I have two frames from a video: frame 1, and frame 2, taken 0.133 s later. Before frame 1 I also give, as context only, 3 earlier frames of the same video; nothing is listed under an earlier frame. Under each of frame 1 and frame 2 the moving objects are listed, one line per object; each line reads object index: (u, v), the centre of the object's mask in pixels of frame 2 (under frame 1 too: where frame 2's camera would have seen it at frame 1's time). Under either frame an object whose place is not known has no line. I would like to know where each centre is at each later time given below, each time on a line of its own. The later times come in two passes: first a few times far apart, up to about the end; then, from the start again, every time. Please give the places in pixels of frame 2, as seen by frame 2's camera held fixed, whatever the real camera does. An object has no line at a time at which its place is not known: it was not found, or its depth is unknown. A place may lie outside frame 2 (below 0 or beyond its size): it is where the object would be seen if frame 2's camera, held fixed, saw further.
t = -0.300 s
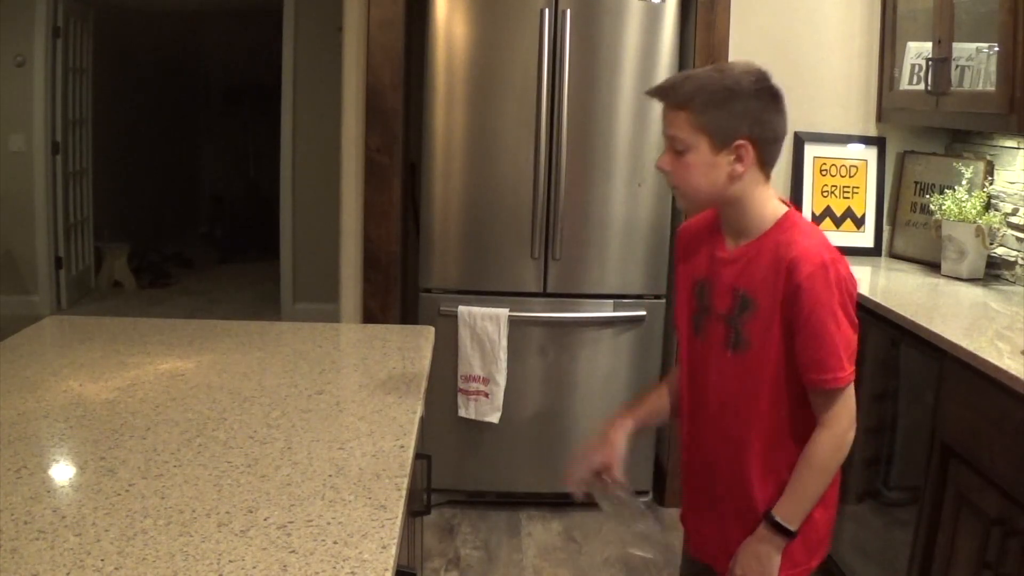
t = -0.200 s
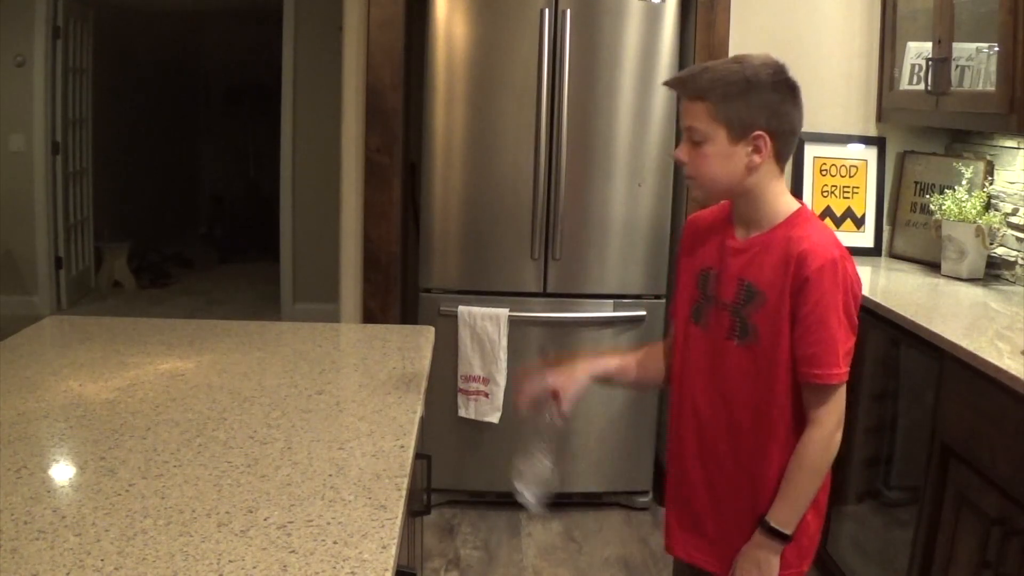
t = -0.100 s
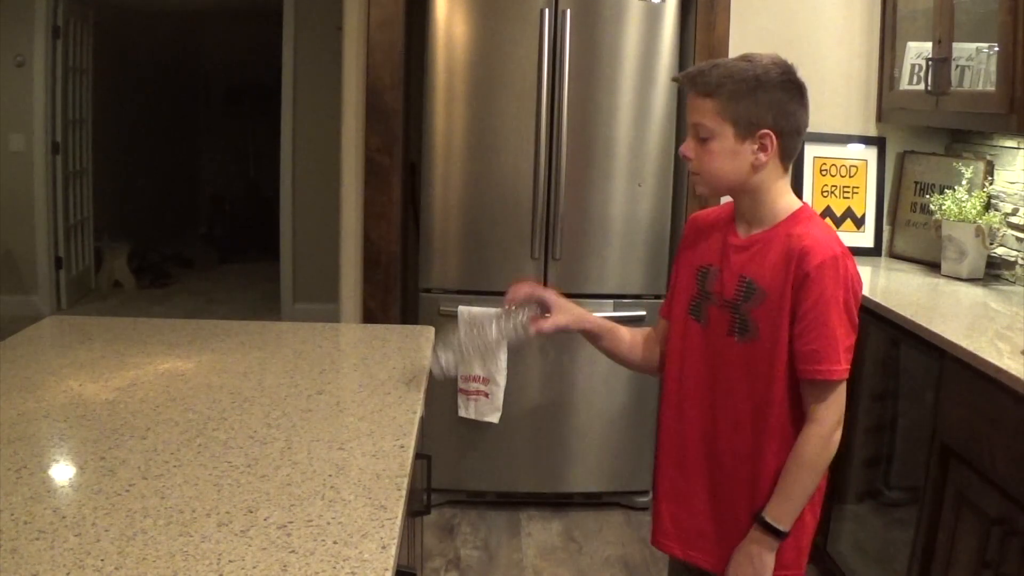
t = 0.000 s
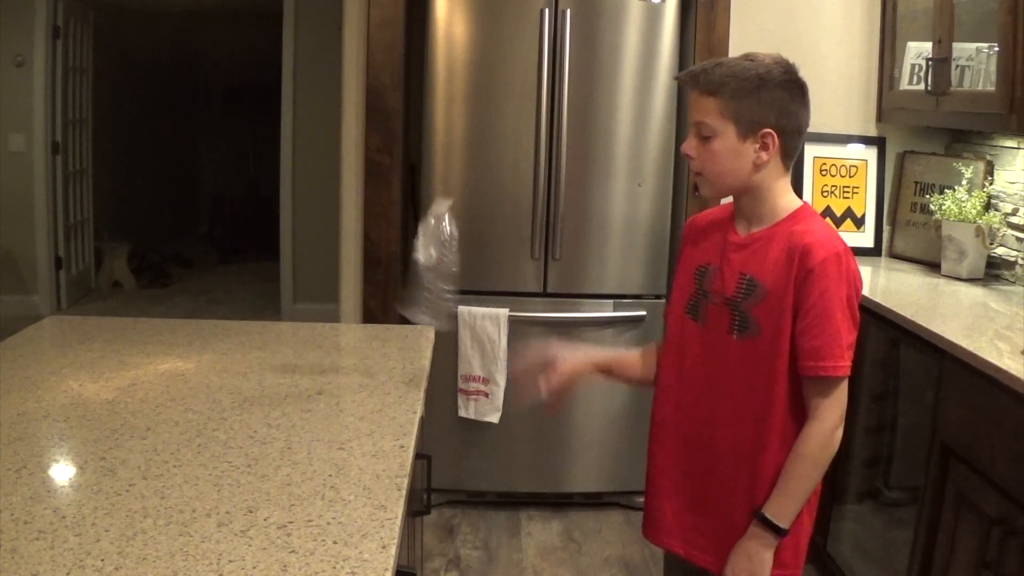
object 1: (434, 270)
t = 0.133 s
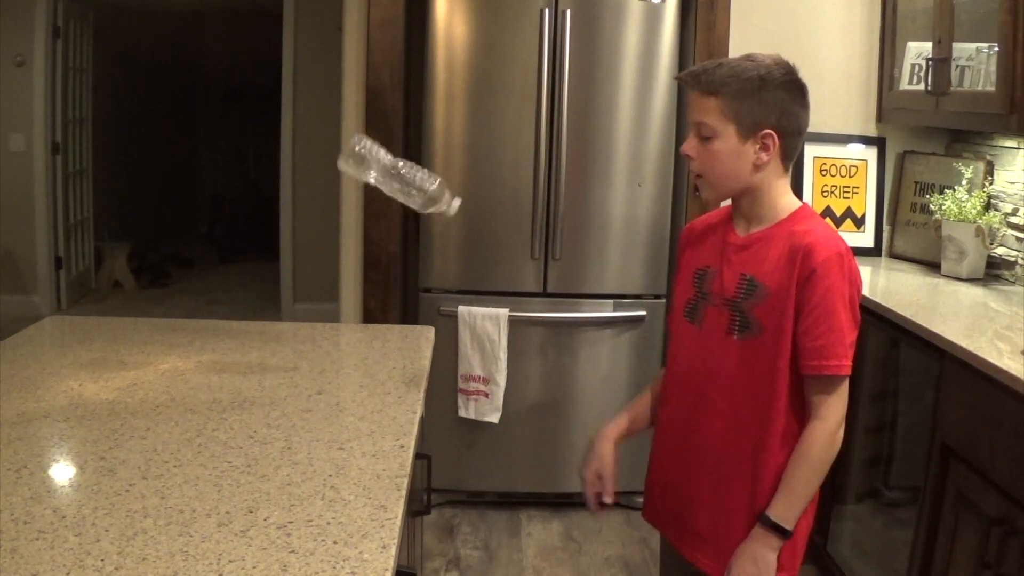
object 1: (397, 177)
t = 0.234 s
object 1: (382, 205)
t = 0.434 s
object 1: (354, 310)
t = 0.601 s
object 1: (350, 309)
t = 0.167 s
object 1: (394, 179)
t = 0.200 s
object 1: (389, 189)
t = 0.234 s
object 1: (382, 205)
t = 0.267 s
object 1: (375, 228)
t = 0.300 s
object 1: (367, 256)
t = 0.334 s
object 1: (359, 294)
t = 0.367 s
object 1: (356, 309)
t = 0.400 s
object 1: (354, 309)
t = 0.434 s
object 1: (354, 310)
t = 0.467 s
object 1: (354, 310)
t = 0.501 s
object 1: (353, 310)
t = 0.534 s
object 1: (352, 310)
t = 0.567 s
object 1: (350, 310)
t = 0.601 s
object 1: (350, 309)
